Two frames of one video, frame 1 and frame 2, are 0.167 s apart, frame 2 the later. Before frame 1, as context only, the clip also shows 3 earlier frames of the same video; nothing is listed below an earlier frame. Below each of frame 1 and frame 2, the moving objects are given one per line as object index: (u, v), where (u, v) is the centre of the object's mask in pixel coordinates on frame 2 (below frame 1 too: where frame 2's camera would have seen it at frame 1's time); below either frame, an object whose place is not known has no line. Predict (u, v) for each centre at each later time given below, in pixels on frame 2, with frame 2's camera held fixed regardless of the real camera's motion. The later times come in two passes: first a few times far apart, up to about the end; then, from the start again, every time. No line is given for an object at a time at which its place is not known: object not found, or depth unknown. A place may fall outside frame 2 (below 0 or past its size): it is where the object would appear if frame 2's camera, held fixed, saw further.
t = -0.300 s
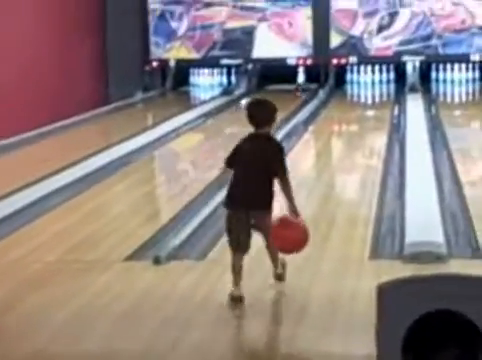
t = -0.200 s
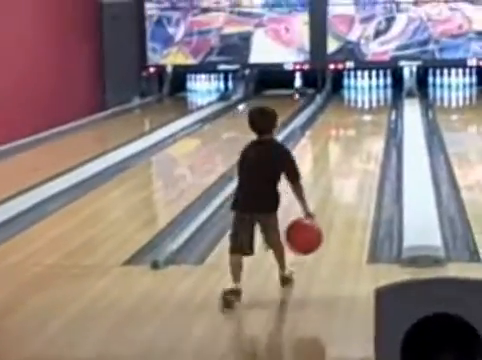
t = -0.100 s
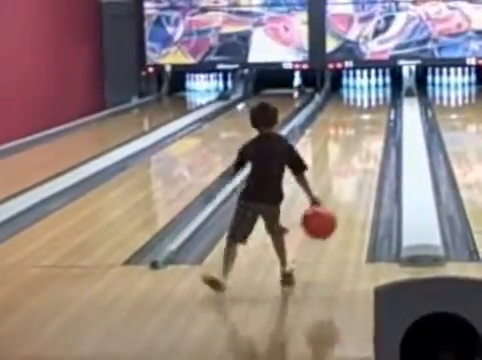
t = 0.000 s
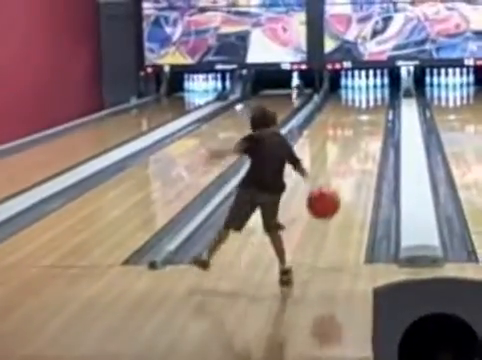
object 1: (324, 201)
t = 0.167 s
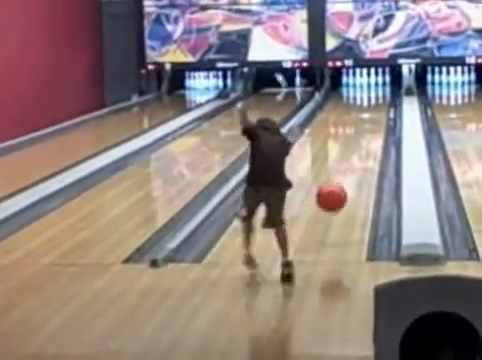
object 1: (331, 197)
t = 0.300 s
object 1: (336, 215)
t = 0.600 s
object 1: (343, 194)
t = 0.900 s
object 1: (348, 175)
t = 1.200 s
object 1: (352, 160)
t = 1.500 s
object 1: (355, 148)
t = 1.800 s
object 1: (357, 138)
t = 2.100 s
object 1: (358, 129)
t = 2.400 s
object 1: (360, 123)
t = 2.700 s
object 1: (359, 117)
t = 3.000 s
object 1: (360, 111)
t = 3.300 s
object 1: (360, 106)
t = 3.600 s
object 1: (360, 102)
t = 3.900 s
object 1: (358, 99)
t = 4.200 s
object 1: (357, 96)
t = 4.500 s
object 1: (354, 94)
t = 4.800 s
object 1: (352, 93)
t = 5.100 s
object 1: (349, 90)
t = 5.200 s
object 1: (350, 89)
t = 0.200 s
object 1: (332, 200)
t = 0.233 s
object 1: (333, 206)
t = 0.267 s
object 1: (335, 212)
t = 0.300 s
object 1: (336, 215)
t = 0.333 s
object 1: (338, 209)
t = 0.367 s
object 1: (338, 205)
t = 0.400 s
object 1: (339, 203)
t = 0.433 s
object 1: (339, 202)
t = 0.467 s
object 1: (340, 202)
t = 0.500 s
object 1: (341, 200)
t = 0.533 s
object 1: (342, 198)
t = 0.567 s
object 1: (342, 196)
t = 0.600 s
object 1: (343, 194)
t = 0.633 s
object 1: (343, 192)
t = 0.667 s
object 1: (344, 189)
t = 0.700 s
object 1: (345, 187)
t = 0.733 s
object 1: (346, 184)
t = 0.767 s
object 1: (346, 182)
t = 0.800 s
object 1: (347, 181)
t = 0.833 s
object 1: (347, 178)
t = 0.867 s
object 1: (348, 176)
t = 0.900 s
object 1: (348, 175)
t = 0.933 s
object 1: (349, 173)
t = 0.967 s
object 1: (350, 171)
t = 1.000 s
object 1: (350, 170)
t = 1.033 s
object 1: (351, 168)
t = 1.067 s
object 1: (351, 166)
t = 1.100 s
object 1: (351, 165)
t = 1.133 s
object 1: (352, 163)
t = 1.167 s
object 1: (352, 161)
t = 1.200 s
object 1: (352, 160)
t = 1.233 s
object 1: (353, 159)
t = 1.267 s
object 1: (353, 157)
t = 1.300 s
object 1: (353, 156)
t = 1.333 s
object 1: (353, 154)
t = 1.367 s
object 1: (354, 154)
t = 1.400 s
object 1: (354, 152)
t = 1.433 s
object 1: (354, 151)
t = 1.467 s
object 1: (355, 150)
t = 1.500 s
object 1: (355, 148)
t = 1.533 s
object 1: (355, 147)
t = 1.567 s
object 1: (355, 146)
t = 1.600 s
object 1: (356, 144)
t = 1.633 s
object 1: (356, 144)
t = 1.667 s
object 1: (356, 142)
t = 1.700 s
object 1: (357, 141)
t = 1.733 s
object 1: (357, 140)
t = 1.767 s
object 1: (357, 139)
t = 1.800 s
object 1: (357, 138)
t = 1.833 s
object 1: (357, 137)
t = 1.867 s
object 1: (357, 136)
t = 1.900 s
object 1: (357, 135)
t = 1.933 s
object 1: (357, 135)
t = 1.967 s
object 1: (357, 134)
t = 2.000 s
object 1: (358, 132)
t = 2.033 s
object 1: (358, 131)
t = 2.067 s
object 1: (358, 130)
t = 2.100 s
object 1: (358, 129)
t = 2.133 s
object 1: (358, 129)
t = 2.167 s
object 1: (358, 128)
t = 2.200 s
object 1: (358, 127)
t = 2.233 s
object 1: (359, 126)
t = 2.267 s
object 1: (359, 126)
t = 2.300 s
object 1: (359, 125)
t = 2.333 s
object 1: (359, 125)
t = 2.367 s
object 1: (360, 124)
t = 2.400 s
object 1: (360, 123)
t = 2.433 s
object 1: (360, 123)
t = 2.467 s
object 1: (360, 120)
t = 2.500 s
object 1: (359, 120)
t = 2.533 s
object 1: (359, 119)
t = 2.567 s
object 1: (359, 119)
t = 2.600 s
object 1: (359, 118)
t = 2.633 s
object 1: (359, 117)
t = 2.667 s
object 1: (359, 117)
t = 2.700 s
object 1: (359, 117)
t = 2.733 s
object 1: (360, 116)
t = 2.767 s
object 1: (360, 115)
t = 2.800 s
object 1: (360, 114)
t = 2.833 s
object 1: (360, 113)
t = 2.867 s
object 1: (360, 113)
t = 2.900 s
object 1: (359, 113)
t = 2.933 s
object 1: (360, 113)
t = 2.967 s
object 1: (360, 112)
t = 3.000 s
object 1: (360, 111)
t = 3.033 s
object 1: (360, 111)
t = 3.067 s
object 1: (359, 110)
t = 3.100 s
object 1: (359, 110)
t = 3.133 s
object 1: (360, 109)
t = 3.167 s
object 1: (360, 109)
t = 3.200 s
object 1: (360, 108)
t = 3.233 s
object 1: (360, 108)
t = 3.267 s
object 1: (360, 107)
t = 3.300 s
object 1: (360, 106)
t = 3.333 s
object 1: (360, 106)
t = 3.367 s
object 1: (359, 106)
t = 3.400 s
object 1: (359, 105)
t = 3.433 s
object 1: (359, 105)
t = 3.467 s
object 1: (360, 104)
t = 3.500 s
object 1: (359, 103)
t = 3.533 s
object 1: (360, 103)
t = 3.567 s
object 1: (360, 103)
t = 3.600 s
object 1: (360, 102)
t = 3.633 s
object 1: (360, 102)
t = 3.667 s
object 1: (359, 101)
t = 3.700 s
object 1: (358, 101)
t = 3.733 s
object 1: (358, 101)
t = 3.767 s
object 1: (359, 101)
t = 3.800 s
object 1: (359, 100)
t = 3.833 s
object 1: (358, 100)
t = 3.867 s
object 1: (358, 100)
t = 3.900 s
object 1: (358, 99)
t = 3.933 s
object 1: (358, 99)
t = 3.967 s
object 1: (358, 98)
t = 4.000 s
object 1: (358, 98)
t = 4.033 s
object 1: (358, 97)
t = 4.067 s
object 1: (357, 97)
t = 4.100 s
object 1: (357, 97)
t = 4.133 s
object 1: (357, 97)
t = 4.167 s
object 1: (357, 97)
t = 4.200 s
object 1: (357, 96)
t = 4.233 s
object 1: (357, 96)
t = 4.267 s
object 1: (357, 96)
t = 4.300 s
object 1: (356, 96)
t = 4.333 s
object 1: (356, 95)
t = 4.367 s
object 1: (356, 95)
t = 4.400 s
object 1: (355, 95)
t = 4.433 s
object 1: (354, 94)
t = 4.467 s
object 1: (354, 94)
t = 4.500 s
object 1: (354, 94)
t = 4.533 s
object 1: (354, 94)
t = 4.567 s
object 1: (354, 93)
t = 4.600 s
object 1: (354, 93)
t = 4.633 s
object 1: (354, 93)
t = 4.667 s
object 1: (354, 93)
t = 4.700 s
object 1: (353, 92)
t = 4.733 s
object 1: (353, 92)
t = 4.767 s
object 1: (353, 93)
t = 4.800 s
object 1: (352, 93)
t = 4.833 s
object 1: (351, 92)
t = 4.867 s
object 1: (351, 91)
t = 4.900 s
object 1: (351, 91)
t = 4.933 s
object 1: (350, 91)
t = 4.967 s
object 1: (351, 90)
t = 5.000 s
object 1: (350, 90)
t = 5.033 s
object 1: (350, 90)
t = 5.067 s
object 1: (350, 90)
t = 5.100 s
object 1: (349, 90)
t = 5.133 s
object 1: (350, 90)
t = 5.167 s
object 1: (350, 89)
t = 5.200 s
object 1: (350, 89)
